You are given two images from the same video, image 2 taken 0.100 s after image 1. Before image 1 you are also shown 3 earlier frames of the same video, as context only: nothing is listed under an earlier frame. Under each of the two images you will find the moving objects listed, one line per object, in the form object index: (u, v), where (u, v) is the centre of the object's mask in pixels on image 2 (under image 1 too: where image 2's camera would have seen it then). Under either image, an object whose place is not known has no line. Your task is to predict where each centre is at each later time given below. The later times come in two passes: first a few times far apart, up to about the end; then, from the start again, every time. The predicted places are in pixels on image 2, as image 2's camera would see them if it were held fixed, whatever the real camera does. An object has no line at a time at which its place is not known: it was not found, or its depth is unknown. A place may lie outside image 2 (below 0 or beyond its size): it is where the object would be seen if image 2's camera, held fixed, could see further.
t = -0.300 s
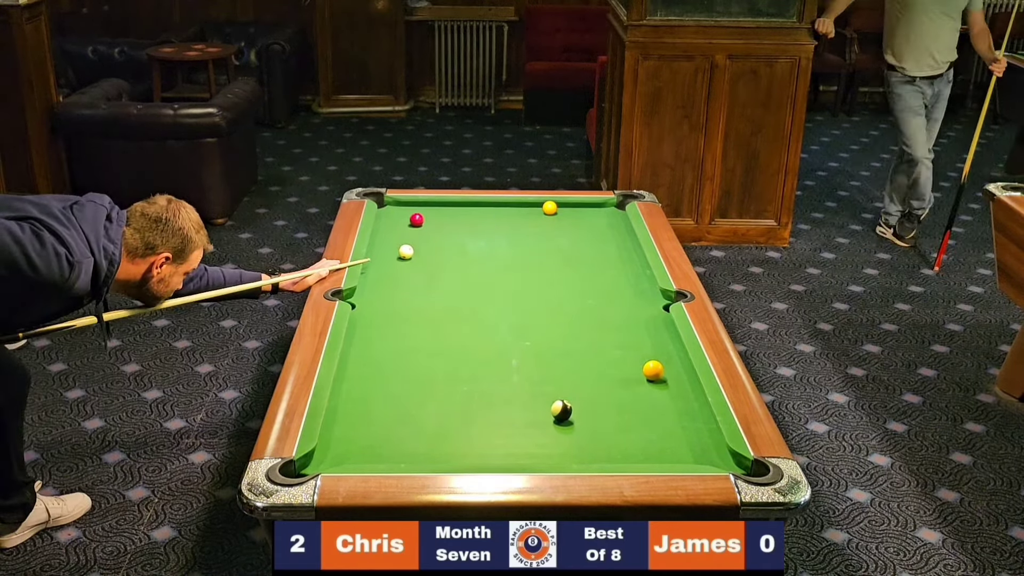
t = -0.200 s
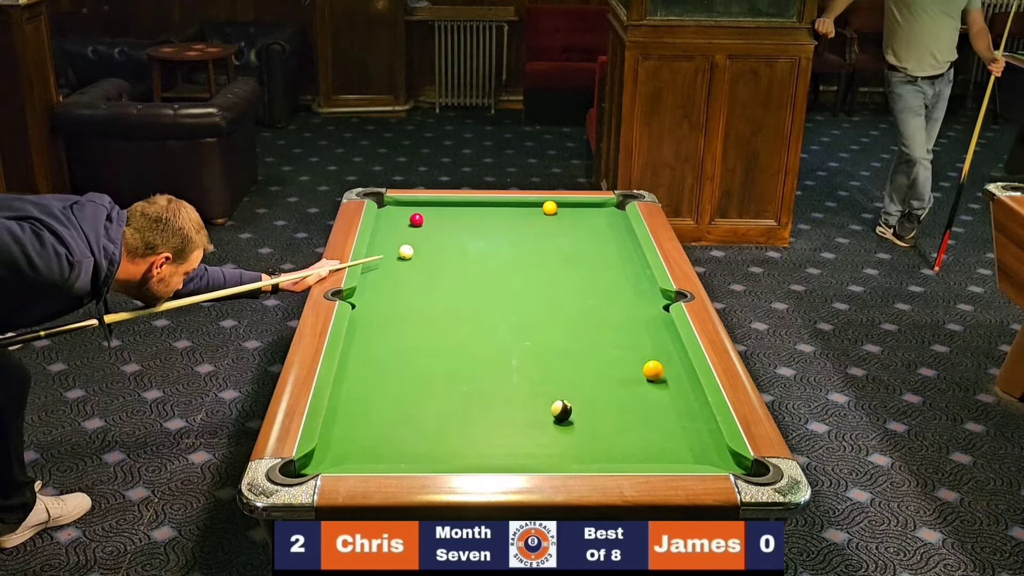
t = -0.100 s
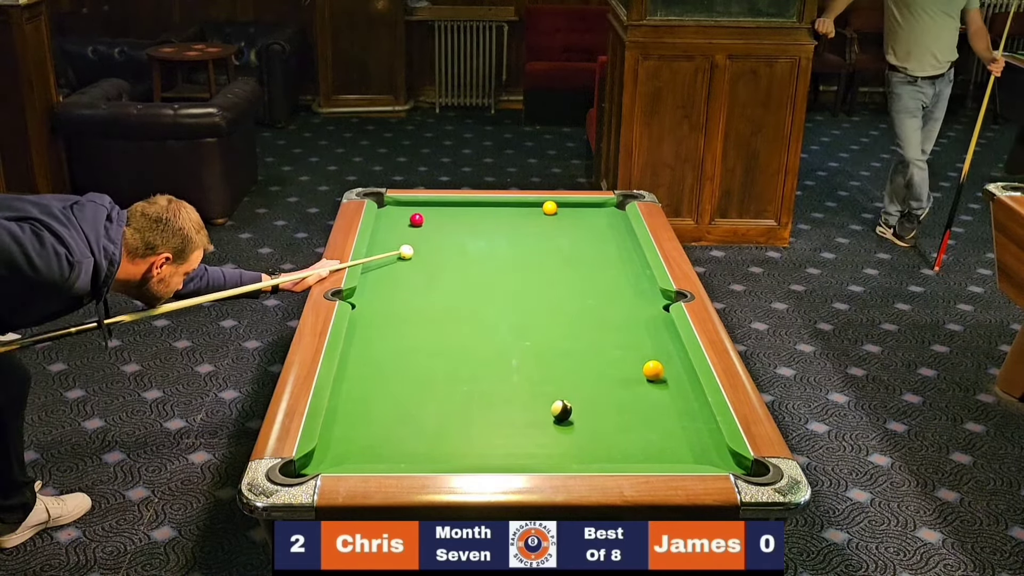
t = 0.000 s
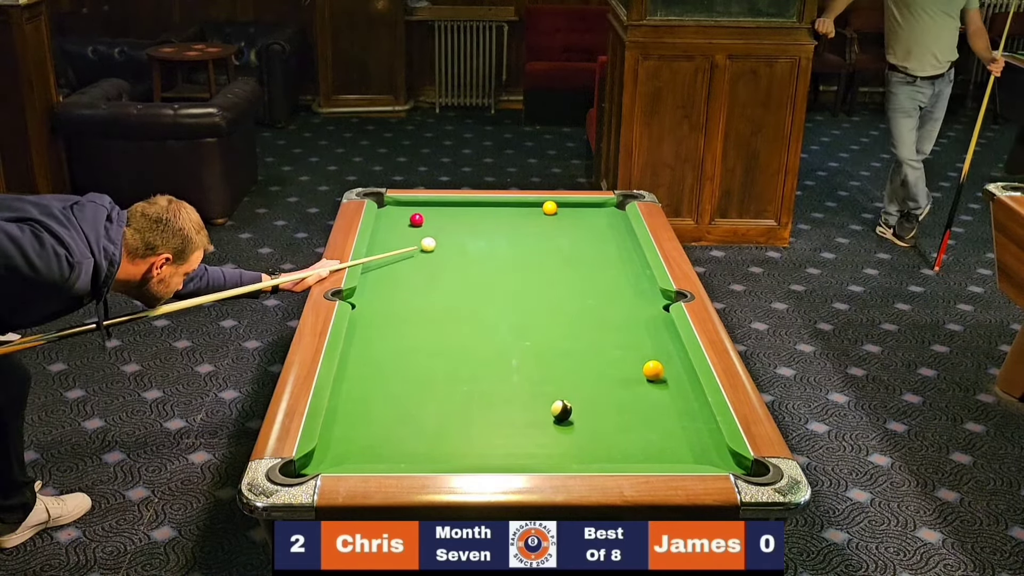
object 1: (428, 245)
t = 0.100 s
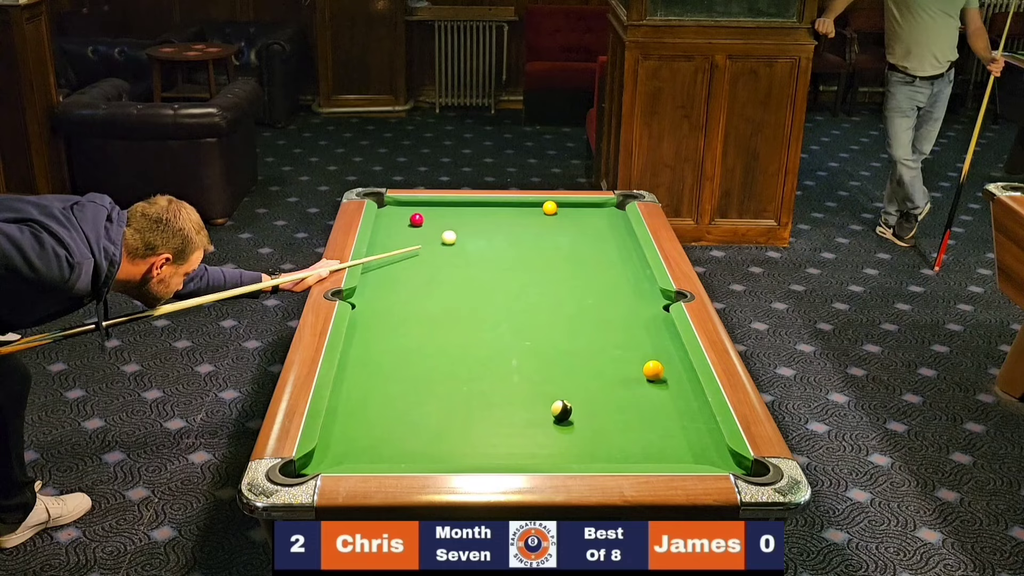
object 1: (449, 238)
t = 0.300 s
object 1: (487, 225)
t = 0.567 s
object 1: (534, 209)
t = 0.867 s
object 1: (542, 212)
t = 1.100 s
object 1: (548, 221)
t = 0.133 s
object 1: (455, 235)
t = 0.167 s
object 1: (462, 233)
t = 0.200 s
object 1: (469, 231)
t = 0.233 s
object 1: (475, 229)
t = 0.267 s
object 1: (481, 227)
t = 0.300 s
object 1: (487, 225)
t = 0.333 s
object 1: (494, 223)
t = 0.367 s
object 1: (500, 221)
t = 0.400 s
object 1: (505, 219)
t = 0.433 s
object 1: (511, 217)
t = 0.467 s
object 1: (517, 215)
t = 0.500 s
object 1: (523, 213)
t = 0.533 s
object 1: (528, 211)
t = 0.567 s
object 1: (534, 209)
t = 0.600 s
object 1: (536, 208)
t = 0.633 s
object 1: (536, 206)
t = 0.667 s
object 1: (537, 204)
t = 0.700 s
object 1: (537, 206)
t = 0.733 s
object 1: (538, 207)
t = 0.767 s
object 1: (539, 208)
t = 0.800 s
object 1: (540, 209)
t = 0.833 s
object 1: (541, 211)
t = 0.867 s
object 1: (542, 212)
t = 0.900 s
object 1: (543, 213)
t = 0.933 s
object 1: (544, 215)
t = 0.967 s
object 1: (544, 216)
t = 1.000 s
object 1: (545, 217)
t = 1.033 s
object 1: (546, 218)
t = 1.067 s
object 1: (547, 219)
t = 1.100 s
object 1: (548, 221)
